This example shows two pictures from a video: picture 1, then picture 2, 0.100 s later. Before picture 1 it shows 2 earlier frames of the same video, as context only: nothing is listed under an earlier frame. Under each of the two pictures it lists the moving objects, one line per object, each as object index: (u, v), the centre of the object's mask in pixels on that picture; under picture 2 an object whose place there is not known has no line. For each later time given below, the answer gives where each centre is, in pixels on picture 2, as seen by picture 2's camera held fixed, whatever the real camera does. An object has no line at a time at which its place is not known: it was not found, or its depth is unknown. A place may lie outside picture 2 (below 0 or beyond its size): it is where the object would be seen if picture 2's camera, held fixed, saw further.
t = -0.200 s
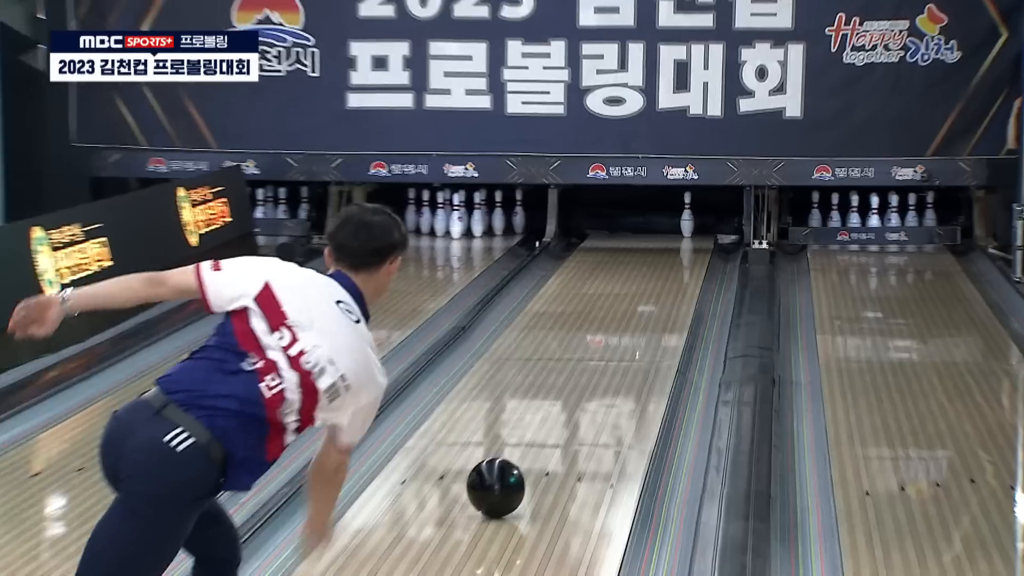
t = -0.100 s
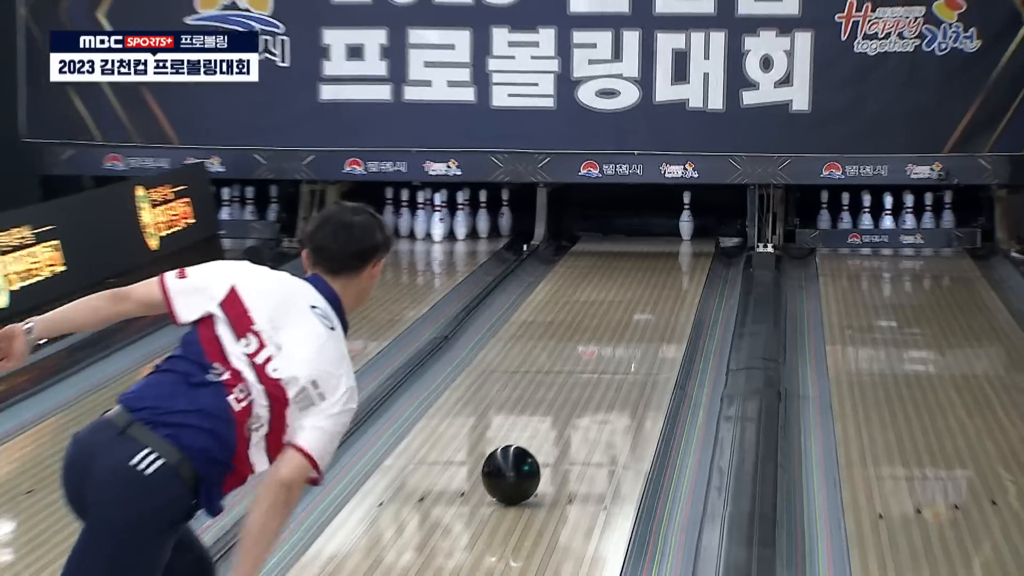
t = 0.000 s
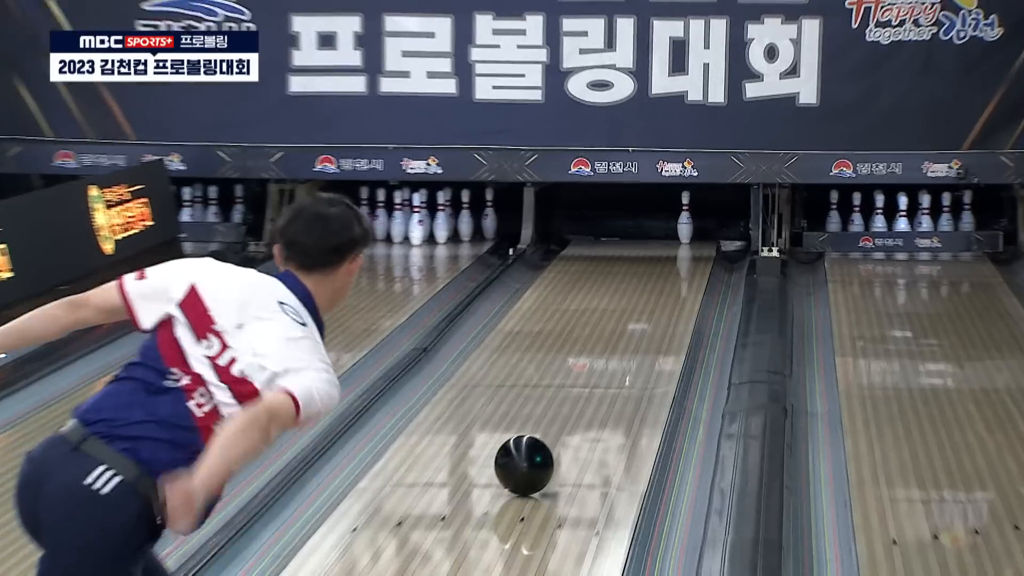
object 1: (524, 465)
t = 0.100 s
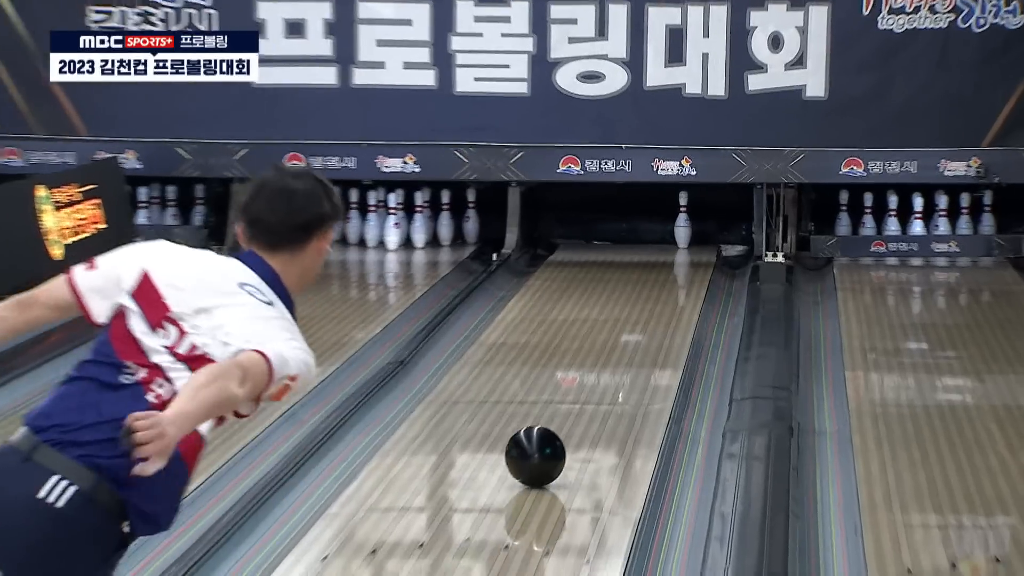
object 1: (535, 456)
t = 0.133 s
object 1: (544, 444)
